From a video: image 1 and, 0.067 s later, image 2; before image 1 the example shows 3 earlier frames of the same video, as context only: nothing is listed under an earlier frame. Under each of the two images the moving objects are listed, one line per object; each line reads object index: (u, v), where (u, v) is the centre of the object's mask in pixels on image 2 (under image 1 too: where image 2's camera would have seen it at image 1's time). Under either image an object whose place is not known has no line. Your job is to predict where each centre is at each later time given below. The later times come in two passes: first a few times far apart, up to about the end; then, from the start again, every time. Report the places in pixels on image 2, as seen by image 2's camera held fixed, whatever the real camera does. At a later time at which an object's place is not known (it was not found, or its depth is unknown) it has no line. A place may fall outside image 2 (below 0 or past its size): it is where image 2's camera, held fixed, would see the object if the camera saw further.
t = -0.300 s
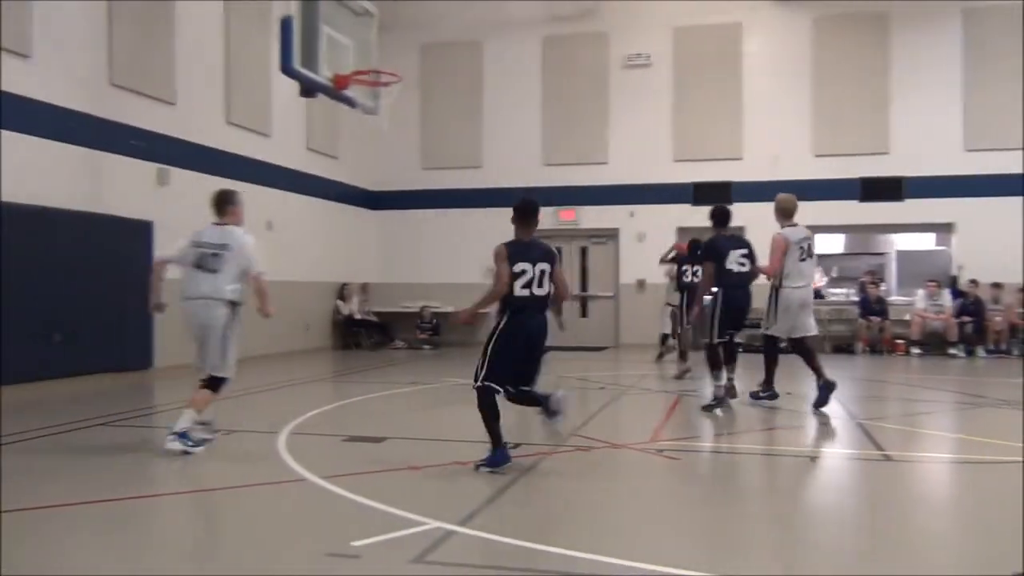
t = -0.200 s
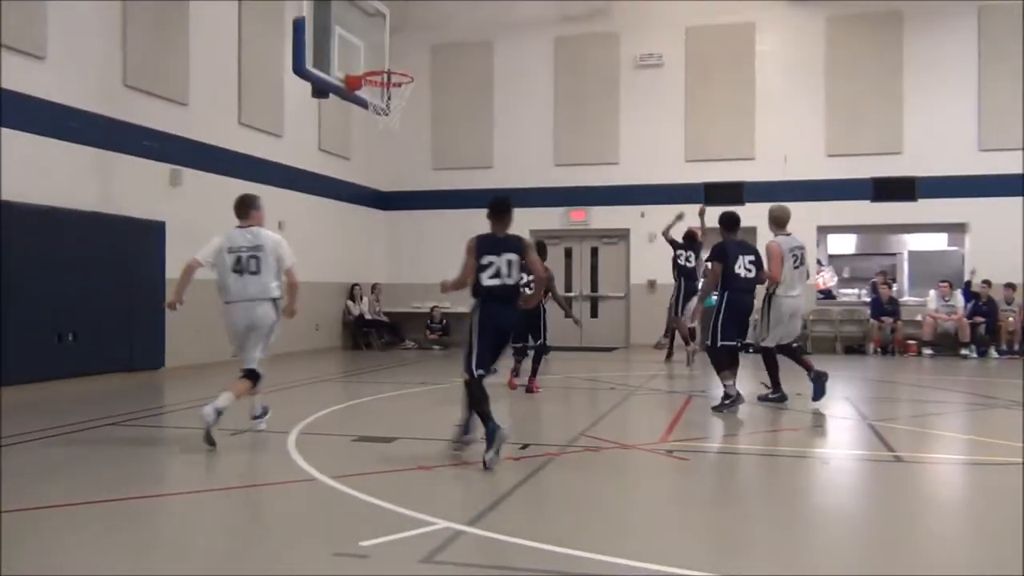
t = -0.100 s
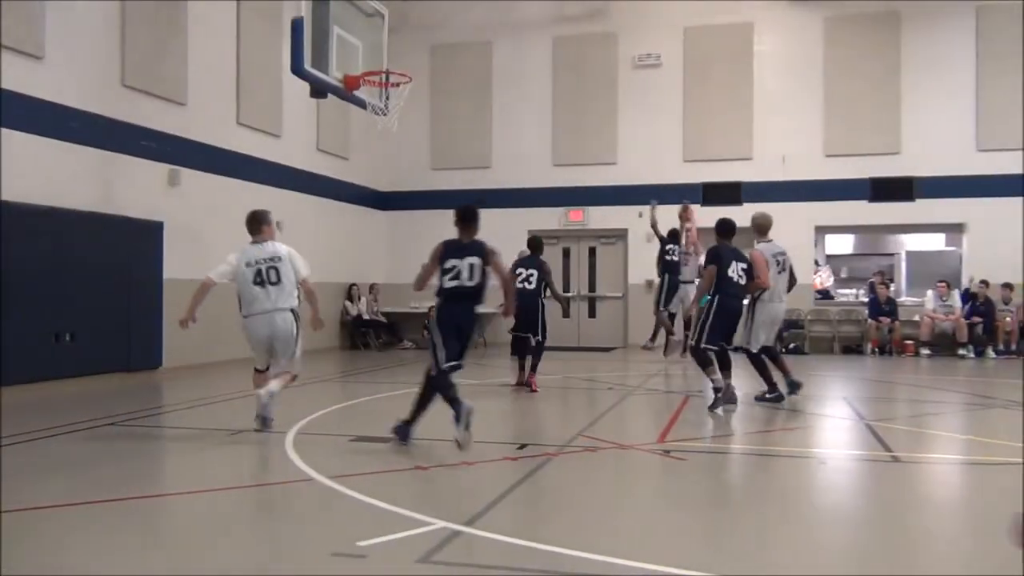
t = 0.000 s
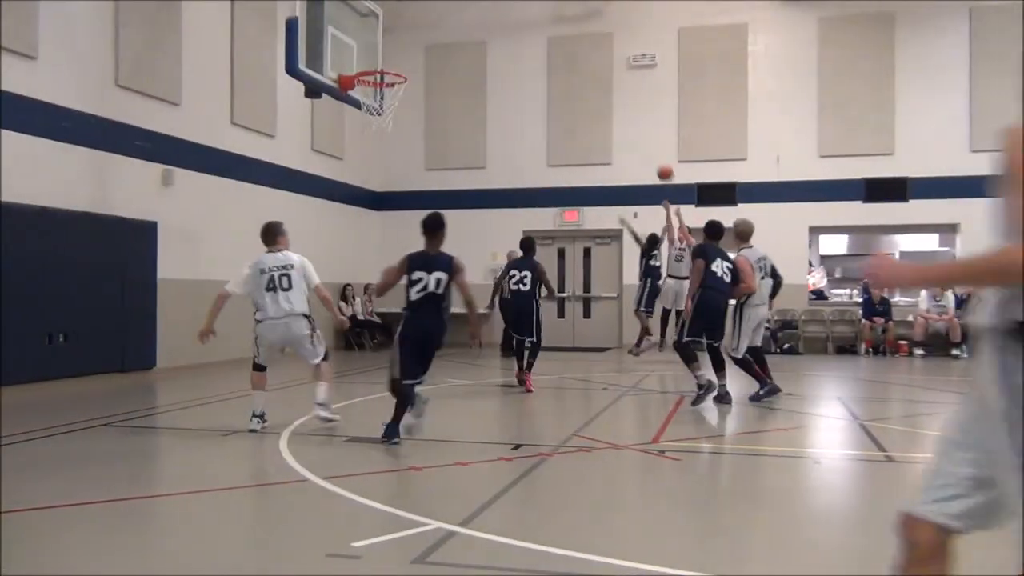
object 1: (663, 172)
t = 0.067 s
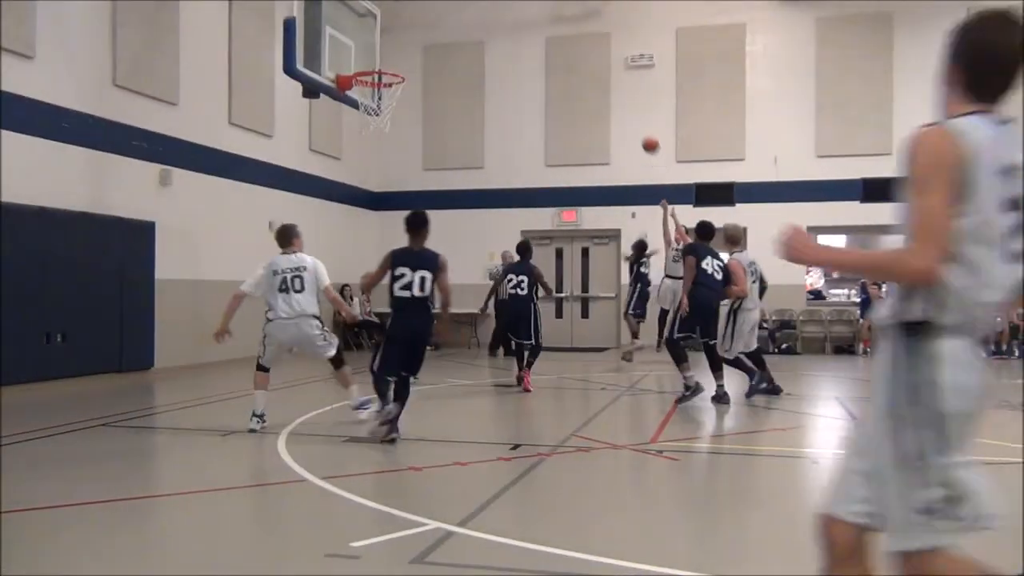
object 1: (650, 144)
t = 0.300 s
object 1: (603, 61)
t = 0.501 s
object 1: (555, 13)
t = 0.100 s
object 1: (643, 131)
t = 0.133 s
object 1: (637, 118)
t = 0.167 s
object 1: (630, 105)
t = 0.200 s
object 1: (624, 93)
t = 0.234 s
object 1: (617, 82)
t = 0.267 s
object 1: (610, 71)
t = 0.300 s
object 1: (603, 61)
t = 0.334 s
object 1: (595, 51)
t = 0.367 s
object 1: (588, 42)
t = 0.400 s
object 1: (579, 34)
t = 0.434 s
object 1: (572, 26)
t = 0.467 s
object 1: (563, 19)
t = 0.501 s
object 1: (555, 13)
